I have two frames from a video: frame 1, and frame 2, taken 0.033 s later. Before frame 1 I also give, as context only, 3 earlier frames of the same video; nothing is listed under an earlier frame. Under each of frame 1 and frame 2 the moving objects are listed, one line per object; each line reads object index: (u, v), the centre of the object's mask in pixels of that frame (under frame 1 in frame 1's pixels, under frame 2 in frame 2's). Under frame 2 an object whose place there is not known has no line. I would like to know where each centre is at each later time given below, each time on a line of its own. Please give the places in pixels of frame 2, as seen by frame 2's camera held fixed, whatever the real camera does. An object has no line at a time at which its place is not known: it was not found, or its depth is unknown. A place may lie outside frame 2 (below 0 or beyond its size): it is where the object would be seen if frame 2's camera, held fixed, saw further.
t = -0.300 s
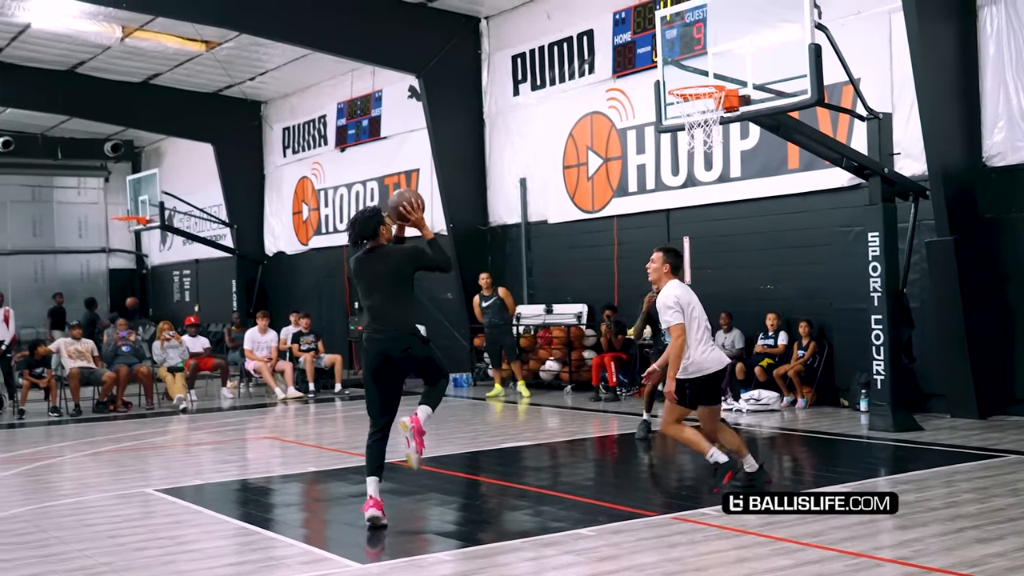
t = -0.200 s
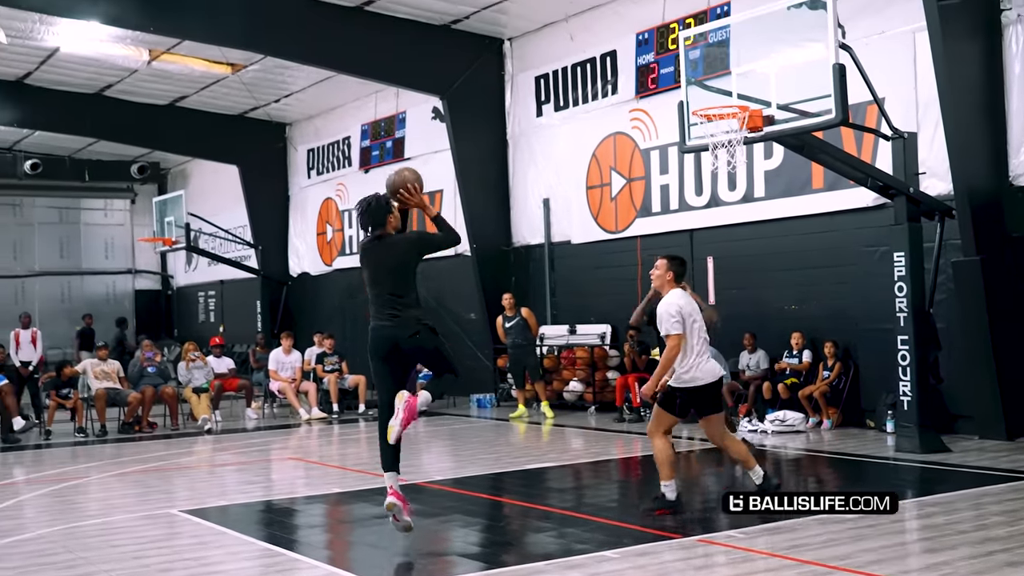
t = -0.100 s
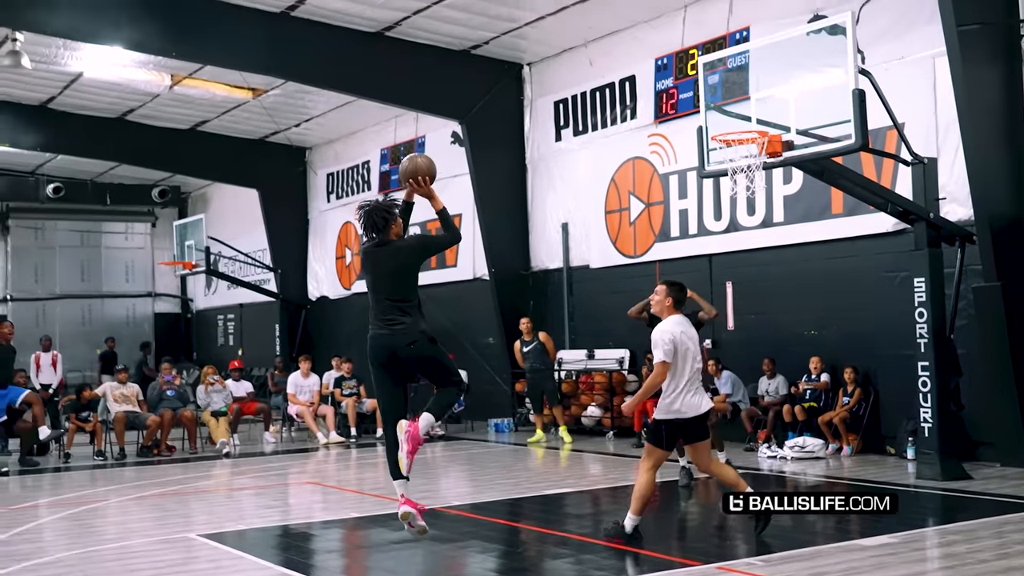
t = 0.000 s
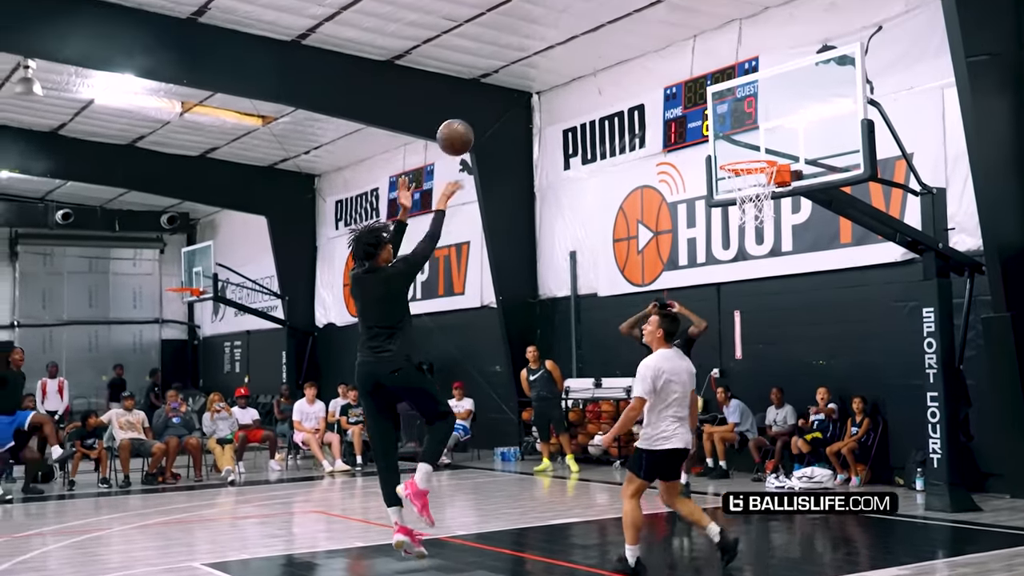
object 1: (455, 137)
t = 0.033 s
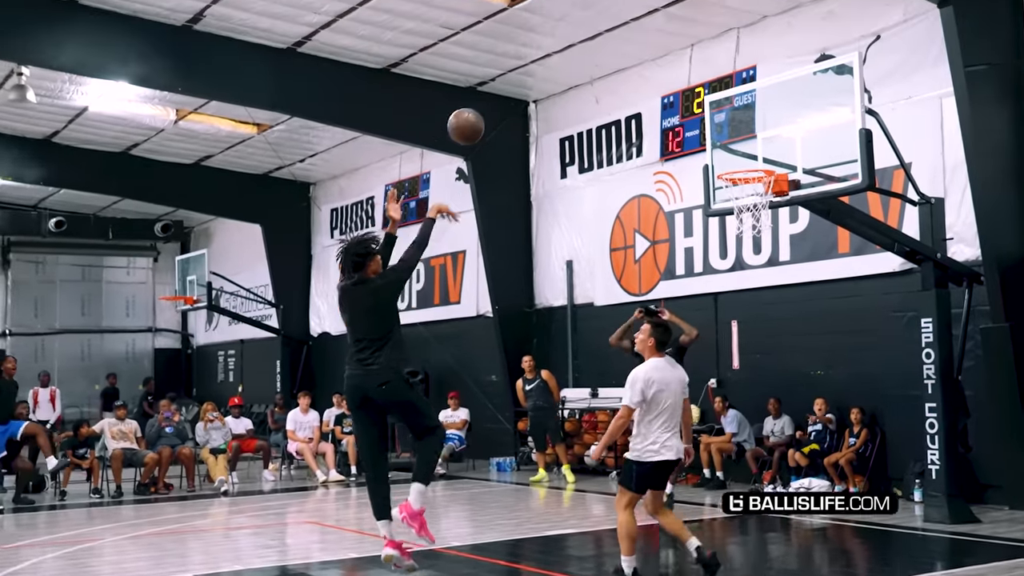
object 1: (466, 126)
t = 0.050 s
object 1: (474, 116)
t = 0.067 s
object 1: (481, 109)
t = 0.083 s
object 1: (487, 101)
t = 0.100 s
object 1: (494, 94)
